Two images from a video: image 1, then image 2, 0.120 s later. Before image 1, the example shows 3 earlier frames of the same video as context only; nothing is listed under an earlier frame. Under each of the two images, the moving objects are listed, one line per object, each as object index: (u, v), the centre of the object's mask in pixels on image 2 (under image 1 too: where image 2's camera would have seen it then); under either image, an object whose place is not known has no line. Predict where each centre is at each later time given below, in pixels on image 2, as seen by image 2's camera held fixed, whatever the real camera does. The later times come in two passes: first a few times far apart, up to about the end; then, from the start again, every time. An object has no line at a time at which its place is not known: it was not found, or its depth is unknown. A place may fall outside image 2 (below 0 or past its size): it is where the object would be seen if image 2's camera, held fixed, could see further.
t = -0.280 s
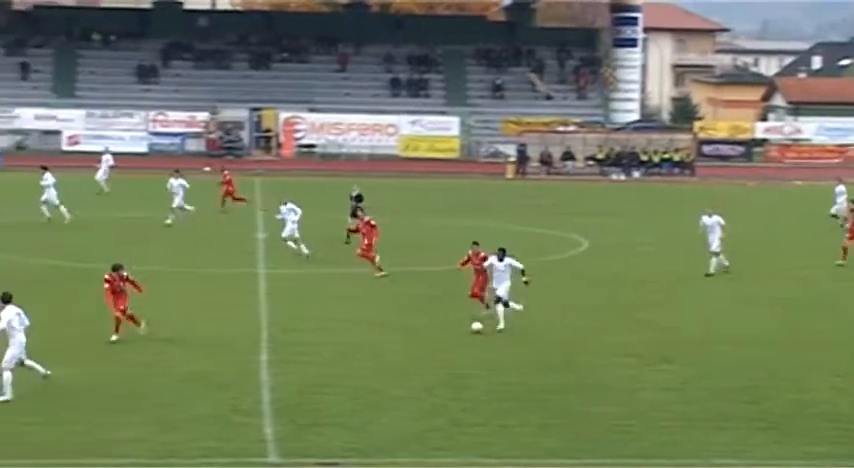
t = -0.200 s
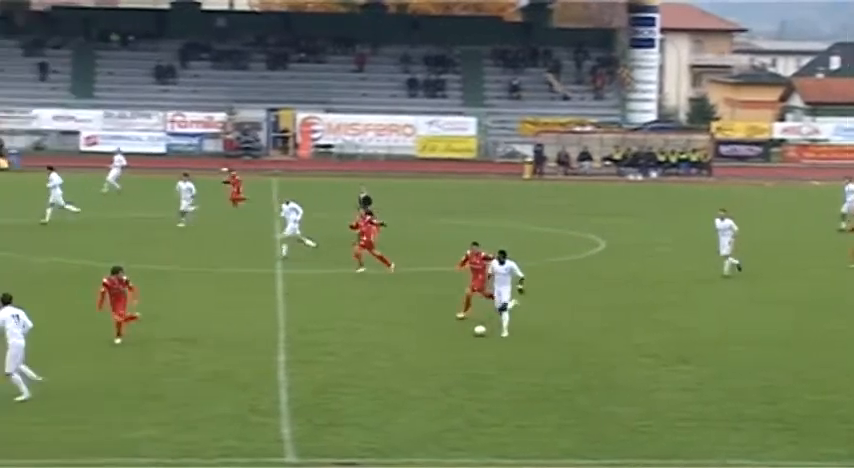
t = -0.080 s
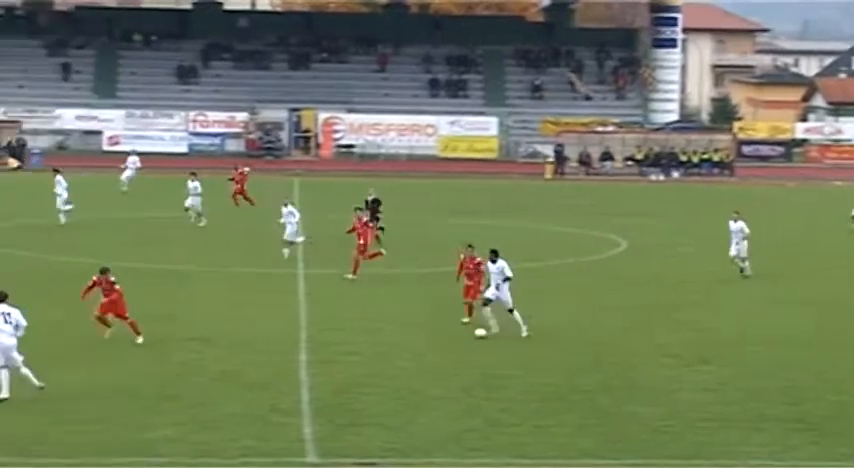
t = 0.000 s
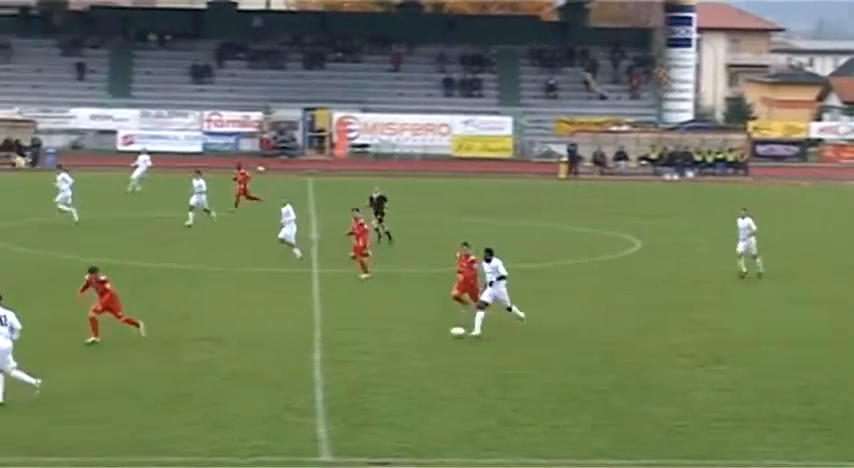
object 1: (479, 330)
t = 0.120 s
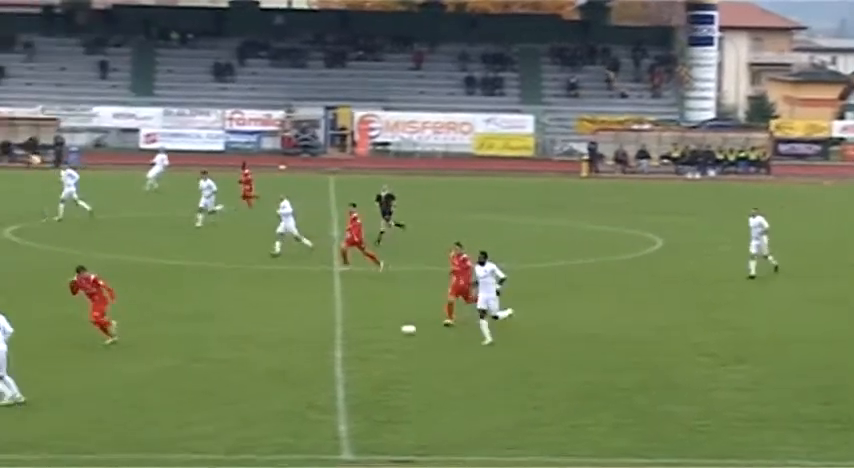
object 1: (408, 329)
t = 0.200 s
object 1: (360, 334)
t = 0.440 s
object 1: (212, 351)
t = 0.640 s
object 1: (91, 366)
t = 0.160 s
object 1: (384, 331)
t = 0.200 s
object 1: (360, 334)
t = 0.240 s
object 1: (334, 337)
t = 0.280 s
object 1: (309, 343)
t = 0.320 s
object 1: (284, 350)
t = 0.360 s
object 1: (259, 354)
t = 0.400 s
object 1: (236, 352)
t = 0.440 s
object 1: (212, 351)
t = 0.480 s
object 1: (188, 353)
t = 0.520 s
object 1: (163, 354)
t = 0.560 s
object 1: (139, 357)
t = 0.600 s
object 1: (116, 361)
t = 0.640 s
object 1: (91, 366)
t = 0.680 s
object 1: (67, 369)
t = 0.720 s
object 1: (45, 367)
